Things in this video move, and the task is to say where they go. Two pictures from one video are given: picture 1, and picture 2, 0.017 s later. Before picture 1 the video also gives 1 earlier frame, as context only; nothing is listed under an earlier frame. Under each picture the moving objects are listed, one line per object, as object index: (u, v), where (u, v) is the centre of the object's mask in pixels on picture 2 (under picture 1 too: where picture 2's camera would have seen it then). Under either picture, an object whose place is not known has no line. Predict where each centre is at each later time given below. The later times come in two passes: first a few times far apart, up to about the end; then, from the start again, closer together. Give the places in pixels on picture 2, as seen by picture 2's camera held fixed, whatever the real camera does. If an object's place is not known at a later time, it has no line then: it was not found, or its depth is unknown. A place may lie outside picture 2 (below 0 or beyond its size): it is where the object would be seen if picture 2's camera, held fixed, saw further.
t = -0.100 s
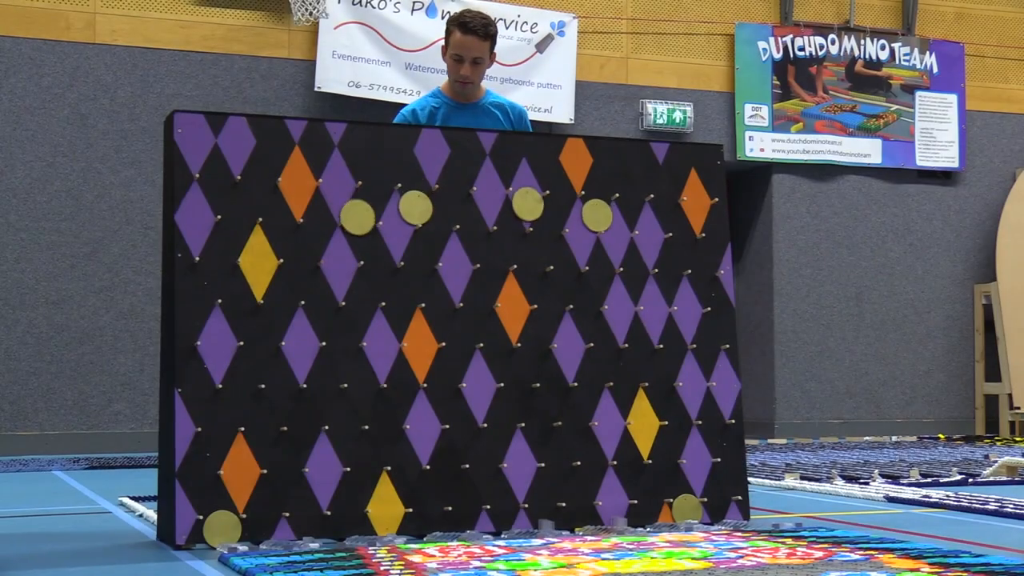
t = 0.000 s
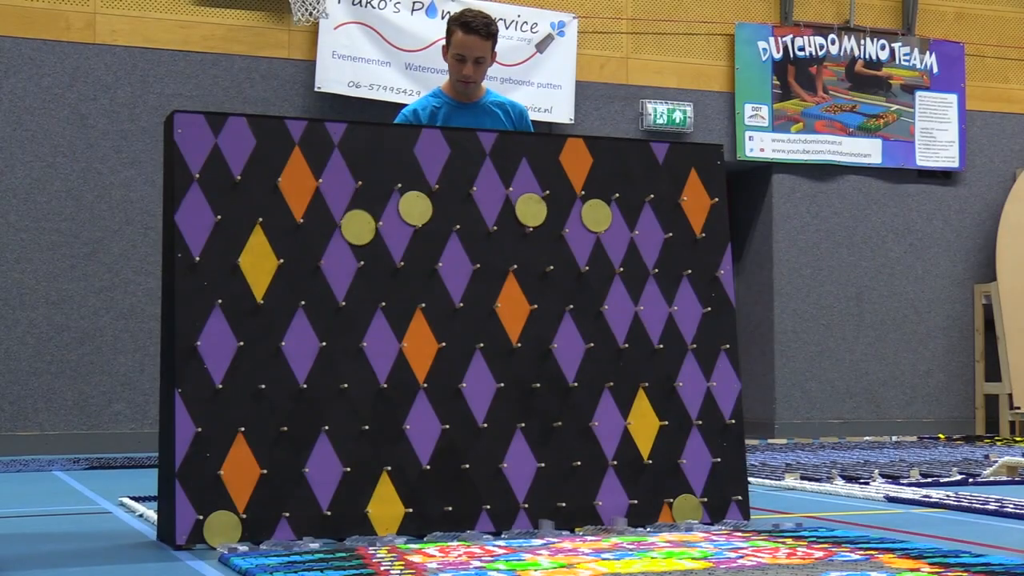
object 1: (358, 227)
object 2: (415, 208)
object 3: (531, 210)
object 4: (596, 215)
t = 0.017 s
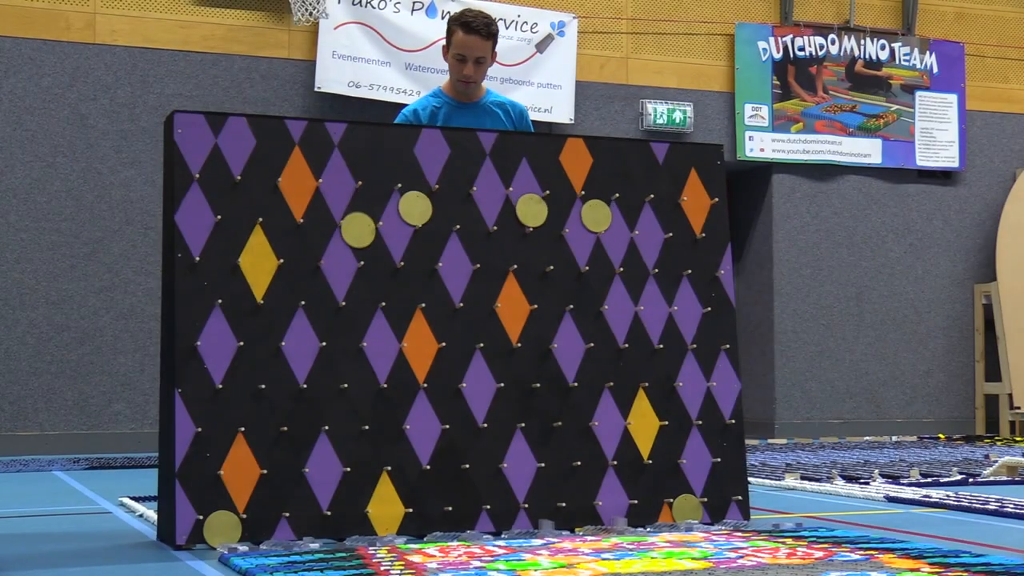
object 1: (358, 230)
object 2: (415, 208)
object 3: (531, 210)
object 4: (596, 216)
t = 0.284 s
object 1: (361, 246)
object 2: (411, 208)
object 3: (546, 243)
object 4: (591, 217)
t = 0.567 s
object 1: (379, 266)
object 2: (402, 240)
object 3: (556, 254)
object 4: (584, 242)
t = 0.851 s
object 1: (400, 298)
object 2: (418, 266)
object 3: (563, 283)
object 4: (600, 263)
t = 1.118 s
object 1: (416, 333)
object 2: (426, 286)
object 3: (548, 304)
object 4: (595, 287)
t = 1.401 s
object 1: (440, 381)
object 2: (440, 313)
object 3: (547, 327)
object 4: (585, 309)
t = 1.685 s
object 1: (453, 405)
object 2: (459, 341)
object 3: (531, 365)
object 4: (574, 333)
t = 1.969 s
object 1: (467, 445)
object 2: (445, 372)
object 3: (524, 368)
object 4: (579, 365)
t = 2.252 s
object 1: (482, 462)
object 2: (437, 406)
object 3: (518, 405)
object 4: (588, 395)
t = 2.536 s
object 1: (472, 490)
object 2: (419, 442)
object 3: (537, 419)
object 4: (573, 427)
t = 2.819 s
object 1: (465, 507)
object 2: (405, 476)
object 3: (535, 439)
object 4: (575, 445)
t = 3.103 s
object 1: (464, 507)
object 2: (392, 496)
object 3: (519, 464)
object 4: (581, 446)
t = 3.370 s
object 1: (464, 507)
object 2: (386, 510)
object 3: (504, 496)
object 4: (598, 478)
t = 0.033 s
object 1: (358, 233)
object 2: (415, 208)
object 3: (532, 211)
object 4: (596, 216)
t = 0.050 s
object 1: (358, 237)
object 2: (415, 208)
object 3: (533, 213)
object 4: (596, 216)
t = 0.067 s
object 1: (358, 243)
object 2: (414, 208)
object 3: (534, 214)
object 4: (595, 216)
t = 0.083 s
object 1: (359, 244)
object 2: (414, 208)
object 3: (535, 214)
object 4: (595, 216)
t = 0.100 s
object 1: (359, 242)
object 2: (414, 208)
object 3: (537, 215)
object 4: (595, 216)
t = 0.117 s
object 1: (359, 241)
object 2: (414, 208)
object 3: (538, 216)
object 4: (595, 216)
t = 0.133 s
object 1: (359, 241)
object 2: (414, 208)
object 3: (540, 219)
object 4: (595, 216)
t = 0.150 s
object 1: (359, 242)
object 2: (414, 208)
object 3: (542, 222)
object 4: (594, 216)
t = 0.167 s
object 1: (359, 243)
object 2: (413, 208)
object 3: (544, 225)
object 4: (594, 216)
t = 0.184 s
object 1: (359, 245)
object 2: (413, 208)
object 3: (546, 228)
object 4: (594, 216)
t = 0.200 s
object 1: (360, 245)
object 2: (413, 208)
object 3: (545, 231)
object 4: (593, 216)
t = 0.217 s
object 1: (360, 245)
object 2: (413, 208)
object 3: (546, 232)
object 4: (593, 216)
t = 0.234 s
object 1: (360, 245)
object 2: (412, 208)
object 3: (545, 234)
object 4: (593, 216)
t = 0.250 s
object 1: (360, 245)
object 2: (412, 208)
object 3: (545, 236)
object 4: (592, 216)
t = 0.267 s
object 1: (360, 245)
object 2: (412, 208)
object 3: (546, 239)
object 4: (592, 217)
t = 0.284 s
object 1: (361, 246)
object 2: (411, 208)
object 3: (546, 243)
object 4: (591, 217)
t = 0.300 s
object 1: (361, 246)
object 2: (411, 209)
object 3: (546, 248)
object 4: (590, 217)
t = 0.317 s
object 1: (361, 246)
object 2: (410, 209)
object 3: (547, 250)
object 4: (589, 218)
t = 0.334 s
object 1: (362, 246)
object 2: (409, 209)
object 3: (548, 248)
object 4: (588, 218)
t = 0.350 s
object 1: (362, 246)
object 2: (408, 209)
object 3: (548, 246)
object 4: (587, 219)
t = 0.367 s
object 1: (363, 246)
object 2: (407, 210)
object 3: (549, 246)
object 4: (586, 220)
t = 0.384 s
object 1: (364, 247)
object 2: (406, 211)
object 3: (550, 246)
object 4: (585, 222)
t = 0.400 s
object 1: (365, 247)
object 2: (405, 211)
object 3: (551, 247)
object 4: (583, 224)
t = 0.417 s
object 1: (366, 247)
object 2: (404, 213)
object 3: (551, 249)
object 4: (582, 227)
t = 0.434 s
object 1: (367, 248)
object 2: (402, 214)
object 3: (552, 251)
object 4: (580, 231)
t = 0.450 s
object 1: (368, 249)
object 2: (400, 217)
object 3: (554, 252)
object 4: (581, 235)
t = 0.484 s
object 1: (371, 251)
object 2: (397, 224)
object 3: (555, 254)
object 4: (583, 240)
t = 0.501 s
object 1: (373, 253)
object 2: (397, 229)
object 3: (555, 254)
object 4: (583, 241)
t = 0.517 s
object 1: (375, 255)
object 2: (399, 231)
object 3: (556, 254)
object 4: (584, 241)
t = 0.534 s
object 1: (376, 258)
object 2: (400, 233)
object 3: (556, 254)
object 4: (584, 241)
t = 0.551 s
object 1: (378, 262)
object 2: (401, 236)
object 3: (556, 254)
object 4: (584, 242)
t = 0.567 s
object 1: (379, 266)
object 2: (402, 240)
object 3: (556, 254)
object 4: (584, 242)
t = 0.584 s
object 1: (381, 272)
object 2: (403, 244)
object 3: (556, 254)
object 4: (585, 243)
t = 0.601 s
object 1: (382, 278)
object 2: (404, 247)
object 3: (557, 255)
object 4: (586, 245)
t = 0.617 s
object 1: (384, 285)
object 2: (405, 246)
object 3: (557, 255)
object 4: (587, 247)
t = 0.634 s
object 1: (387, 284)
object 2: (407, 245)
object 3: (558, 256)
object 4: (589, 250)
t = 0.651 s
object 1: (390, 283)
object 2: (408, 246)
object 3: (559, 257)
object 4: (590, 254)
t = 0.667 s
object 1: (390, 285)
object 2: (409, 247)
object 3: (560, 258)
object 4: (593, 255)
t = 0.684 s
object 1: (391, 288)
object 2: (410, 250)
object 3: (562, 261)
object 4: (596, 255)
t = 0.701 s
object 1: (392, 290)
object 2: (412, 252)
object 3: (563, 263)
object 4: (598, 257)
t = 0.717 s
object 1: (395, 290)
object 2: (414, 255)
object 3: (565, 267)
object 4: (601, 259)
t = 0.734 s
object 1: (397, 291)
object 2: (416, 257)
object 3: (565, 271)
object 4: (602, 261)
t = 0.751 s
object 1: (400, 293)
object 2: (418, 260)
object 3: (565, 276)
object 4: (600, 260)
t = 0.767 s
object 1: (402, 296)
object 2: (417, 262)
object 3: (565, 282)
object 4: (598, 260)
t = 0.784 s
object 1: (401, 296)
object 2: (418, 262)
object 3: (564, 288)
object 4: (597, 260)
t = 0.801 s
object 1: (400, 297)
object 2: (418, 263)
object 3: (564, 288)
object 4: (597, 260)
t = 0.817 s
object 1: (398, 298)
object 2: (417, 264)
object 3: (564, 285)
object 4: (598, 260)
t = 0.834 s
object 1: (398, 298)
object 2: (417, 265)
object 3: (563, 284)
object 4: (599, 261)
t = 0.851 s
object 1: (400, 298)
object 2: (418, 266)
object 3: (563, 283)
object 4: (600, 263)
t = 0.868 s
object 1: (401, 300)
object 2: (417, 268)
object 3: (562, 283)
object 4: (601, 265)
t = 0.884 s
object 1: (400, 301)
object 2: (417, 270)
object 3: (562, 285)
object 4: (600, 267)
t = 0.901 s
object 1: (399, 303)
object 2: (417, 272)
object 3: (562, 286)
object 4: (600, 268)
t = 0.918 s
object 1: (400, 306)
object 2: (417, 275)
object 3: (562, 289)
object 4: (600, 269)
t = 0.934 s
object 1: (401, 309)
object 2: (418, 278)
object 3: (561, 290)
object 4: (600, 270)
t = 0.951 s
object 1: (402, 314)
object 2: (419, 282)
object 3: (559, 289)
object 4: (600, 271)
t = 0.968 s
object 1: (402, 320)
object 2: (420, 286)
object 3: (558, 289)
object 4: (600, 273)
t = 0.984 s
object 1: (403, 325)
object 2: (420, 285)
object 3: (557, 290)
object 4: (600, 275)
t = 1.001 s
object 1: (405, 324)
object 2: (421, 283)
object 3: (555, 292)
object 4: (599, 278)
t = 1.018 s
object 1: (406, 323)
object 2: (421, 282)
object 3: (554, 295)
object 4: (599, 281)
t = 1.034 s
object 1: (407, 322)
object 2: (421, 282)
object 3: (552, 297)
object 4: (599, 285)
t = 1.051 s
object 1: (409, 323)
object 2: (422, 283)
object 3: (550, 299)
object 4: (599, 290)
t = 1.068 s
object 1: (411, 324)
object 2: (422, 285)
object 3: (548, 302)
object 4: (598, 289)
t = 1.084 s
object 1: (413, 326)
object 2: (423, 287)
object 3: (549, 303)
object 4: (597, 287)
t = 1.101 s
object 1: (414, 329)
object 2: (424, 287)
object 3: (549, 304)
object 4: (596, 287)
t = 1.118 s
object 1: (416, 333)
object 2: (426, 286)
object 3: (548, 304)
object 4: (595, 287)
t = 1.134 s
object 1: (418, 337)
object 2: (427, 287)
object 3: (549, 304)
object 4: (594, 288)
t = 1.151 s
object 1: (421, 342)
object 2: (428, 288)
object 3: (549, 305)
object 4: (593, 290)
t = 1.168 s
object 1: (420, 345)
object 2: (429, 291)
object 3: (549, 306)
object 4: (592, 293)
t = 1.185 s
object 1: (421, 348)
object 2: (432, 292)
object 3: (549, 308)
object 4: (590, 294)
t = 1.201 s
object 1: (422, 352)
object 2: (434, 293)
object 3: (550, 310)
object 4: (588, 295)
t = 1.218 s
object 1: (423, 356)
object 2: (436, 296)
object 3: (550, 312)
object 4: (586, 297)
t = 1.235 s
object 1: (425, 362)
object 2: (438, 299)
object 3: (550, 315)
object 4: (584, 300)
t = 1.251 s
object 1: (426, 367)
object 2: (438, 302)
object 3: (550, 319)
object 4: (584, 302)
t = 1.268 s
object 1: (429, 365)
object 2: (438, 302)
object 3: (550, 324)
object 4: (585, 303)
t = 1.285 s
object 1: (432, 364)
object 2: (439, 302)
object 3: (550, 327)
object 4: (584, 303)
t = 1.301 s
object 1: (433, 365)
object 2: (438, 302)
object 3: (549, 325)
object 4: (584, 303)
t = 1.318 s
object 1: (434, 367)
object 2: (438, 303)
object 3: (549, 323)
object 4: (585, 304)
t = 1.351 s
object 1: (437, 375)
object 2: (438, 306)
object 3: (548, 323)
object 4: (584, 306)
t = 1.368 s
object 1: (440, 378)
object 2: (438, 307)
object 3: (548, 324)
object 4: (585, 307)
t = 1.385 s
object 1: (442, 380)
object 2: (439, 309)
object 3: (548, 326)
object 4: (584, 308)
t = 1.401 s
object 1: (440, 381)
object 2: (440, 313)
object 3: (547, 327)
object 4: (585, 309)
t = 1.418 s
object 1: (441, 382)
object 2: (440, 317)
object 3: (547, 326)
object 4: (585, 310)
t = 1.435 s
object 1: (441, 382)
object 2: (441, 322)
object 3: (546, 326)
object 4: (584, 313)
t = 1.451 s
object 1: (440, 382)
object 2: (442, 326)
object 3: (545, 327)
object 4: (584, 317)
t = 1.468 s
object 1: (441, 383)
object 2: (443, 325)
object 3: (544, 328)
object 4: (584, 321)
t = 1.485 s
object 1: (441, 384)
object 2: (445, 324)
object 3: (543, 328)
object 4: (584, 326)
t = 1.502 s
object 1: (440, 385)
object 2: (446, 324)
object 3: (542, 329)
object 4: (583, 326)
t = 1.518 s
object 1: (441, 386)
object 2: (447, 325)
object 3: (541, 330)
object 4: (581, 324)
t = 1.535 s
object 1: (441, 388)
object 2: (449, 326)
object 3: (539, 331)
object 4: (580, 323)
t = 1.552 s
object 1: (442, 391)
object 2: (450, 329)
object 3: (537, 333)
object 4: (579, 323)
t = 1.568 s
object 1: (443, 395)
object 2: (452, 332)
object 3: (536, 335)
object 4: (579, 324)
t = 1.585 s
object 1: (444, 400)
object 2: (455, 333)
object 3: (534, 338)
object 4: (579, 326)
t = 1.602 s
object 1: (445, 406)
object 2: (457, 336)
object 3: (533, 342)
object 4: (579, 329)
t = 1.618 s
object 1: (447, 406)
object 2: (460, 339)
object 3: (533, 346)
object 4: (578, 328)
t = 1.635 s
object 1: (448, 405)
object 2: (458, 340)
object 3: (533, 350)
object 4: (577, 328)
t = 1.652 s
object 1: (450, 404)
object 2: (458, 340)
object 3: (533, 355)
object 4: (576, 329)
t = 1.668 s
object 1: (451, 404)
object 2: (458, 340)
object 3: (532, 360)
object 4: (575, 330)
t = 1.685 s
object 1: (453, 405)
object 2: (459, 341)
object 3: (531, 365)
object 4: (574, 333)
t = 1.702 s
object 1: (454, 408)
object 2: (459, 342)
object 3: (530, 364)
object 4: (572, 335)
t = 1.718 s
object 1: (456, 410)
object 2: (458, 344)
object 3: (528, 362)
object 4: (571, 337)
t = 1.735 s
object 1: (458, 414)
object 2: (459, 345)
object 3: (527, 361)
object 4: (569, 340)
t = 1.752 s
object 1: (460, 418)
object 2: (459, 347)
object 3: (528, 363)
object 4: (568, 343)
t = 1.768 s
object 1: (462, 422)
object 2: (458, 350)
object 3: (529, 365)
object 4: (569, 345)
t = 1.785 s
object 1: (462, 423)
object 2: (458, 353)
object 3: (529, 366)
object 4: (569, 348)
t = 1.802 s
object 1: (462, 423)
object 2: (457, 357)
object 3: (529, 364)
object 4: (570, 351)
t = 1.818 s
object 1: (461, 424)
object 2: (457, 363)
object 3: (529, 364)
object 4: (571, 355)
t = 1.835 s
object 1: (462, 424)
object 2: (456, 366)
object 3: (529, 364)
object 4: (572, 360)
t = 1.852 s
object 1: (462, 425)
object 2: (455, 364)
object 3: (529, 365)
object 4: (573, 365)
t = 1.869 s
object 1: (462, 427)
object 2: (453, 363)
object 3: (528, 366)
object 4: (574, 364)
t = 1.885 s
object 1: (462, 428)
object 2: (452, 363)
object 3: (528, 366)
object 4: (574, 362)
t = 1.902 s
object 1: (463, 431)
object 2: (451, 364)
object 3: (527, 366)
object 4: (575, 361)
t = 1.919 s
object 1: (464, 435)
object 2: (450, 366)
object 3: (527, 367)
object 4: (576, 361)
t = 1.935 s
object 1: (464, 439)
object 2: (449, 368)
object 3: (526, 367)
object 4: (577, 361)
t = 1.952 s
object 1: (465, 445)
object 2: (447, 370)
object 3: (525, 367)
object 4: (578, 363)
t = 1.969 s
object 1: (467, 445)
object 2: (445, 372)
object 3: (524, 368)
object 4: (579, 365)
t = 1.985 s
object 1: (468, 443)
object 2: (443, 374)
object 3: (523, 369)
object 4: (581, 368)
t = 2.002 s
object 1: (470, 442)
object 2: (441, 377)
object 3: (521, 370)
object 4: (582, 371)
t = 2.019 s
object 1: (469, 443)
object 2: (439, 380)
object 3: (520, 372)
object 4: (585, 372)
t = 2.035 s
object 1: (469, 445)
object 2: (441, 381)
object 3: (518, 374)
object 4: (587, 374)
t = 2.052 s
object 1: (468, 447)
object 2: (440, 382)
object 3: (517, 377)
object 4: (590, 377)
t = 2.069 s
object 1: (469, 446)
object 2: (440, 382)
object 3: (515, 381)
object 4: (589, 378)
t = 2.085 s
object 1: (469, 445)
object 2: (441, 382)
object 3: (516, 384)
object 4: (588, 378)
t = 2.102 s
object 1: (470, 445)
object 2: (441, 383)
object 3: (516, 384)
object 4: (588, 378)
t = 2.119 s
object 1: (471, 446)
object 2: (440, 384)
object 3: (516, 384)
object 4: (589, 378)
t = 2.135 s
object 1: (471, 447)
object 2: (441, 385)
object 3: (516, 385)
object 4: (590, 379)
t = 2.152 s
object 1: (472, 449)
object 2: (441, 387)
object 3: (516, 386)
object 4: (589, 380)
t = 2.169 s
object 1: (474, 450)
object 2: (441, 389)
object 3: (516, 387)
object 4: (588, 382)
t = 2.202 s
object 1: (478, 452)
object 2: (440, 397)
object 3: (517, 393)
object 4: (589, 386)
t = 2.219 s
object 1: (480, 455)
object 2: (439, 402)
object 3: (517, 397)
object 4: (589, 388)
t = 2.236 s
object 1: (482, 459)
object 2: (438, 407)
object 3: (518, 402)
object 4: (589, 391)
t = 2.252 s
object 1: (482, 462)
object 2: (437, 406)
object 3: (518, 405)
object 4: (588, 395)
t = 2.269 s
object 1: (482, 464)
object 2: (435, 405)
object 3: (519, 403)
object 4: (588, 401)
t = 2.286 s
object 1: (482, 464)
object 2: (433, 404)
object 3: (519, 402)
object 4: (587, 404)
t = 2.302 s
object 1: (482, 465)
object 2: (431, 405)
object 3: (520, 401)
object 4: (585, 402)
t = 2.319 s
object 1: (482, 466)
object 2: (430, 407)
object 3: (520, 401)
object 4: (584, 401)
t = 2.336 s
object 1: (482, 468)
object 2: (428, 409)
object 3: (521, 402)
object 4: (582, 400)
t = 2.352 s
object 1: (482, 471)
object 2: (427, 412)
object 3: (521, 404)
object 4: (582, 401)
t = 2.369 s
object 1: (481, 474)
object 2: (425, 416)
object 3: (522, 406)
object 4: (582, 404)
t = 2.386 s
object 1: (481, 479)
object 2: (424, 422)
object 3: (523, 405)
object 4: (582, 406)
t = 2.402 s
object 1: (481, 484)
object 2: (424, 427)
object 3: (524, 405)
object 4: (581, 406)
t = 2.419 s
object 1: (480, 487)
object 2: (424, 432)
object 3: (526, 406)
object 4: (579, 406)
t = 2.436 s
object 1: (479, 485)
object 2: (423, 437)
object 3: (527, 407)
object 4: (578, 407)
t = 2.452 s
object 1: (478, 483)
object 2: (423, 442)
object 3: (528, 409)
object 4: (577, 408)
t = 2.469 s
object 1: (477, 483)
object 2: (422, 447)
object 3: (530, 410)
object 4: (575, 411)
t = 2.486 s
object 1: (476, 483)
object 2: (421, 445)
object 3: (532, 411)
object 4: (574, 414)
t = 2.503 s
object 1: (474, 485)
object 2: (420, 443)
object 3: (534, 414)
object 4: (573, 418)
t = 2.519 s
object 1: (473, 487)
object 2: (419, 442)
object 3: (536, 417)
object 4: (573, 423)
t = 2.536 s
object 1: (472, 490)
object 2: (419, 442)
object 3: (537, 419)
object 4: (573, 427)
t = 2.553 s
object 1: (470, 493)
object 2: (418, 443)
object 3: (536, 421)
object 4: (573, 431)
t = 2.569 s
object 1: (468, 494)
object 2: (417, 445)
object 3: (537, 421)
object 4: (573, 437)
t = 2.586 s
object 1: (465, 496)
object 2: (416, 447)
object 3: (536, 422)
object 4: (573, 443)
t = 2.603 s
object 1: (463, 499)
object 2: (415, 449)
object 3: (536, 422)
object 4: (573, 443)
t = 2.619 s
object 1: (464, 499)
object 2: (413, 449)
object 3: (537, 424)
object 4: (574, 442)
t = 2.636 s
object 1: (466, 500)
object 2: (411, 450)
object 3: (537, 425)
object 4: (574, 441)
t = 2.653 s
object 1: (465, 500)
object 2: (409, 452)
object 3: (536, 428)
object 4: (574, 441)
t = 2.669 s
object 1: (463, 501)
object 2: (407, 454)
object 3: (536, 431)
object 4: (574, 442)
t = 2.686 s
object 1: (464, 501)
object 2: (406, 458)
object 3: (536, 435)
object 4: (574, 444)
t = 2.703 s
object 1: (465, 502)
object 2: (404, 462)
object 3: (537, 440)
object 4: (574, 444)
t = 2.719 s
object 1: (465, 502)
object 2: (404, 465)
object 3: (537, 445)
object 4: (574, 444)
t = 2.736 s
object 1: (464, 503)
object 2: (404, 466)
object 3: (536, 442)
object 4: (574, 444)
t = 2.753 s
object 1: (465, 504)
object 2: (404, 467)
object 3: (536, 440)
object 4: (574, 444)
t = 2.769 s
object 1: (465, 505)
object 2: (404, 468)
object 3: (536, 438)
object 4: (575, 445)
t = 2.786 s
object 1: (464, 506)
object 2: (405, 470)
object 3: (535, 438)
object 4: (575, 445)
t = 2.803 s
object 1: (465, 506)
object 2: (405, 473)
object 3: (535, 438)
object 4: (575, 445)
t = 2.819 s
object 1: (465, 507)
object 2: (405, 476)
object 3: (535, 439)
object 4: (575, 445)
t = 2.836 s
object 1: (465, 507)
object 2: (405, 480)
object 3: (535, 441)
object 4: (575, 445)
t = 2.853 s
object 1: (464, 507)
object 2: (405, 485)
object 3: (535, 444)
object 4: (575, 445)
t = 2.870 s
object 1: (464, 507)
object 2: (405, 489)
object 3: (534, 446)
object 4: (575, 445)
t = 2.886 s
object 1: (464, 507)
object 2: (404, 487)
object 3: (533, 444)
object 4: (575, 445)
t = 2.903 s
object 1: (464, 507)
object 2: (404, 485)
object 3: (533, 443)
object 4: (575, 445)
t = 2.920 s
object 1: (464, 507)
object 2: (403, 484)
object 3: (532, 444)
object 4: (576, 445)
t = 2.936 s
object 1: (464, 507)
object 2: (403, 484)
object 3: (532, 445)
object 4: (576, 445)
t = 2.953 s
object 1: (464, 507)
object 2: (402, 485)
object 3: (531, 446)
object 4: (576, 445)
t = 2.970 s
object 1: (464, 507)
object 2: (402, 486)
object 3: (530, 447)
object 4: (576, 445)
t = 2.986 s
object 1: (464, 507)
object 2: (401, 489)
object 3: (529, 447)
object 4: (577, 445)
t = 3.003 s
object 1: (464, 507)
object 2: (400, 490)
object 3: (527, 448)
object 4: (577, 445)
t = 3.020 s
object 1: (464, 507)
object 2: (399, 490)
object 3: (526, 450)
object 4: (577, 445)
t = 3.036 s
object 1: (464, 507)
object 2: (398, 490)
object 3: (524, 452)
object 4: (578, 445)
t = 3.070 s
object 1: (464, 507)
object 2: (395, 493)
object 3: (521, 457)
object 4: (579, 446)
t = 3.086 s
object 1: (464, 507)
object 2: (394, 495)
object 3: (519, 460)
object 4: (580, 446)
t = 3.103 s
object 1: (464, 507)
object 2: (392, 496)
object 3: (519, 464)
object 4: (581, 446)
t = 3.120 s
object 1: (464, 507)
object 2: (389, 498)
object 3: (519, 467)
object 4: (583, 447)
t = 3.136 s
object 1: (464, 507)
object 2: (387, 500)
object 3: (519, 469)
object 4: (584, 448)
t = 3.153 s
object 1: (464, 507)
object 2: (386, 504)
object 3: (518, 473)
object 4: (585, 450)
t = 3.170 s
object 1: (464, 507)
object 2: (386, 508)
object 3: (518, 477)
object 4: (587, 451)
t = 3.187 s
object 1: (464, 507)
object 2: (386, 510)
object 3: (518, 483)
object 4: (589, 453)
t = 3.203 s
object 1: (464, 507)
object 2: (386, 510)
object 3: (518, 486)
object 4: (590, 456)
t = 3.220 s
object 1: (464, 507)
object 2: (386, 509)
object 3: (516, 483)
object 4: (592, 460)
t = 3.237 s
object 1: (464, 507)
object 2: (386, 510)
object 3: (515, 482)
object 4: (592, 465)
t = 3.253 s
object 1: (464, 507)
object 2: (385, 510)
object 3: (514, 482)
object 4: (592, 469)
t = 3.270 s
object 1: (464, 507)
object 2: (386, 510)
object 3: (513, 482)
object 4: (593, 474)
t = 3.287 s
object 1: (464, 507)
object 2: (386, 510)
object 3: (512, 484)
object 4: (594, 480)
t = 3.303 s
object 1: (464, 507)
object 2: (386, 510)
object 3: (511, 486)
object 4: (595, 483)
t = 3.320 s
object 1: (464, 507)
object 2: (386, 510)
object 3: (510, 489)
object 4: (595, 480)
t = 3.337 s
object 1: (464, 507)
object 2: (386, 510)
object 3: (508, 492)
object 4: (596, 479)
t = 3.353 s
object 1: (464, 507)
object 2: (386, 510)
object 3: (506, 493)
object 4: (597, 478)
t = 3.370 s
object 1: (464, 507)
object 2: (386, 510)
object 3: (504, 496)
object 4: (598, 478)
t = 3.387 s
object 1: (464, 507)
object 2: (386, 510)
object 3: (502, 499)
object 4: (599, 478)
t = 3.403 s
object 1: (464, 507)
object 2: (386, 510)
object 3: (503, 500)
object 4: (600, 480)
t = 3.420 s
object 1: (464, 507)
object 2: (386, 510)
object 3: (503, 501)
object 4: (601, 483)
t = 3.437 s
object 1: (464, 507)
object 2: (386, 510)
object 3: (502, 502)
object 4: (603, 485)
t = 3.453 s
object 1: (464, 507)
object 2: (386, 510)
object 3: (502, 502)
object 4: (605, 486)
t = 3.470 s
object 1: (464, 507)
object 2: (386, 510)
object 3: (503, 503)
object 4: (607, 487)
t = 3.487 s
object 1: (464, 507)
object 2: (386, 510)
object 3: (503, 504)
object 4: (609, 489)
